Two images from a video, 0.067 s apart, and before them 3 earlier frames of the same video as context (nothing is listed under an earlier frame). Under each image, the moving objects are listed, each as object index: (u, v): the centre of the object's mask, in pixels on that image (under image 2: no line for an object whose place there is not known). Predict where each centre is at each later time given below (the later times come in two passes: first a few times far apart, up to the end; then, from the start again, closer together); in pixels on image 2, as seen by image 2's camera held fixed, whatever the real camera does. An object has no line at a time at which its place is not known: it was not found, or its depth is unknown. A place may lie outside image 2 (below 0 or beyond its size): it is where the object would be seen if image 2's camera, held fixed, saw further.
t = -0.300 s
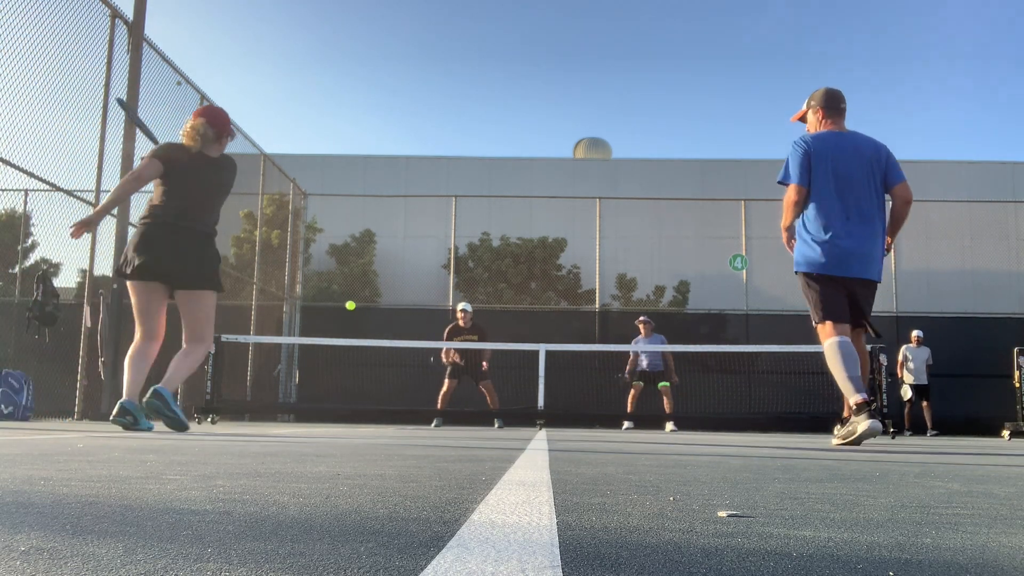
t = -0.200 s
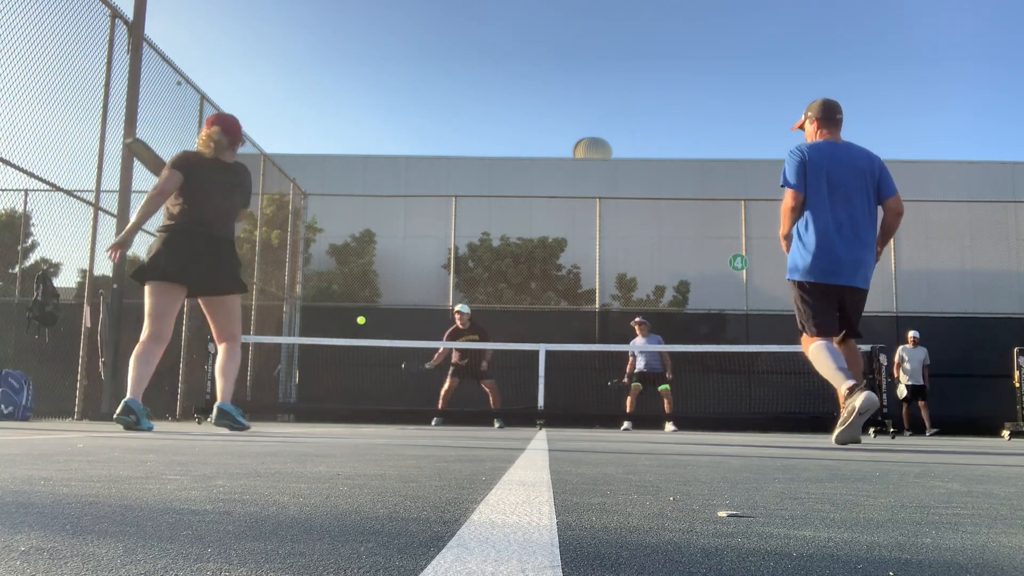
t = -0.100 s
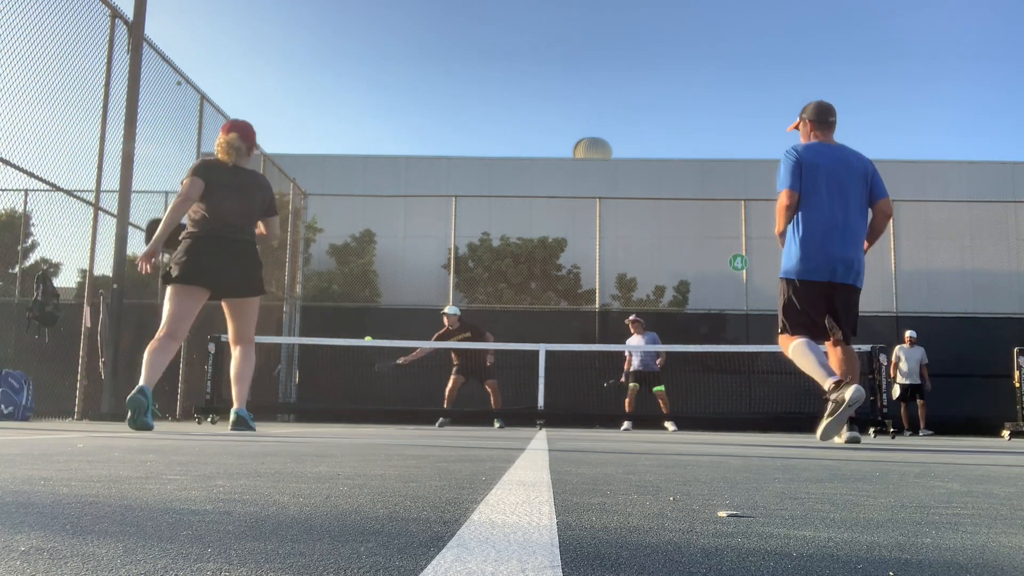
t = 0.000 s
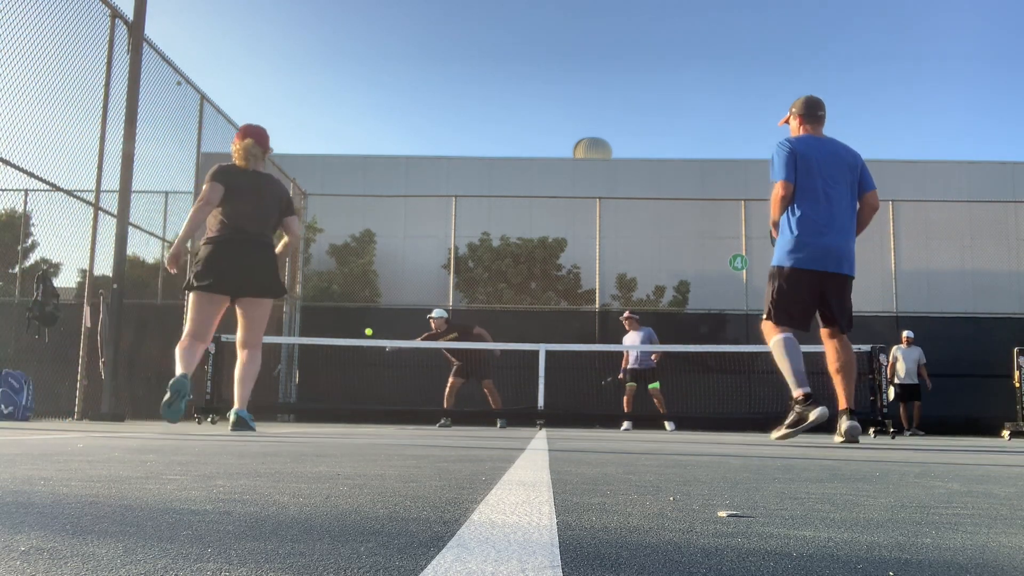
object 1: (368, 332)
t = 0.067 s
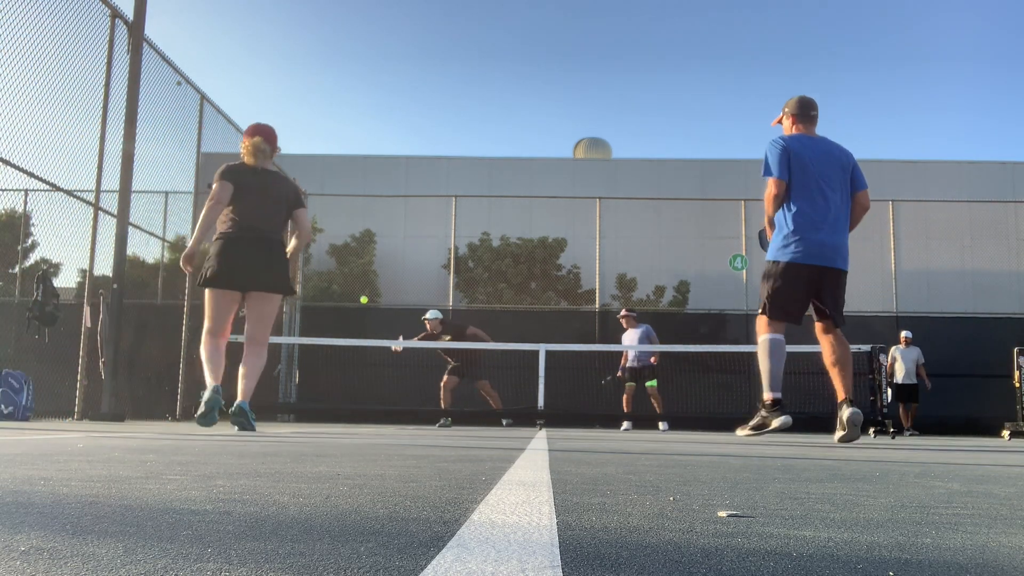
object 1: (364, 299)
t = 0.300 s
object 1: (346, 203)
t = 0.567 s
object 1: (320, 131)
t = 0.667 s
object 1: (308, 118)
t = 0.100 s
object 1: (362, 284)
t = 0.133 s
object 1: (359, 269)
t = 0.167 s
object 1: (357, 255)
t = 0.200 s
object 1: (354, 241)
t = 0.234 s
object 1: (351, 228)
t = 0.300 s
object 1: (346, 203)
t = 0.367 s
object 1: (340, 180)
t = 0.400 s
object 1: (337, 170)
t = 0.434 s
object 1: (334, 161)
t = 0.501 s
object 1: (327, 144)
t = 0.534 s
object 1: (324, 137)
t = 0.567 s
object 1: (320, 131)
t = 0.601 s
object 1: (316, 125)
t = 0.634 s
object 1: (312, 121)
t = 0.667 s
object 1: (308, 118)
